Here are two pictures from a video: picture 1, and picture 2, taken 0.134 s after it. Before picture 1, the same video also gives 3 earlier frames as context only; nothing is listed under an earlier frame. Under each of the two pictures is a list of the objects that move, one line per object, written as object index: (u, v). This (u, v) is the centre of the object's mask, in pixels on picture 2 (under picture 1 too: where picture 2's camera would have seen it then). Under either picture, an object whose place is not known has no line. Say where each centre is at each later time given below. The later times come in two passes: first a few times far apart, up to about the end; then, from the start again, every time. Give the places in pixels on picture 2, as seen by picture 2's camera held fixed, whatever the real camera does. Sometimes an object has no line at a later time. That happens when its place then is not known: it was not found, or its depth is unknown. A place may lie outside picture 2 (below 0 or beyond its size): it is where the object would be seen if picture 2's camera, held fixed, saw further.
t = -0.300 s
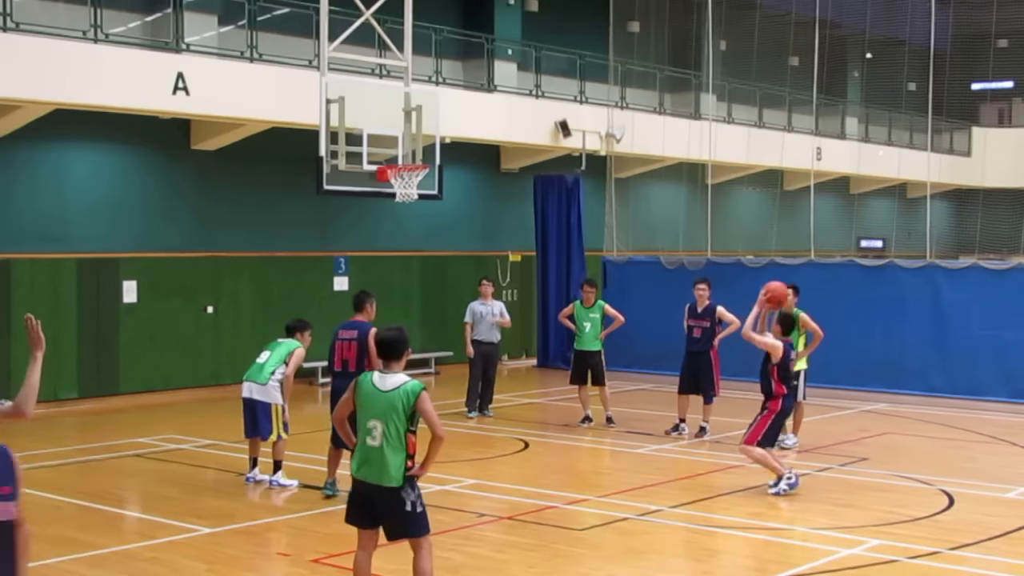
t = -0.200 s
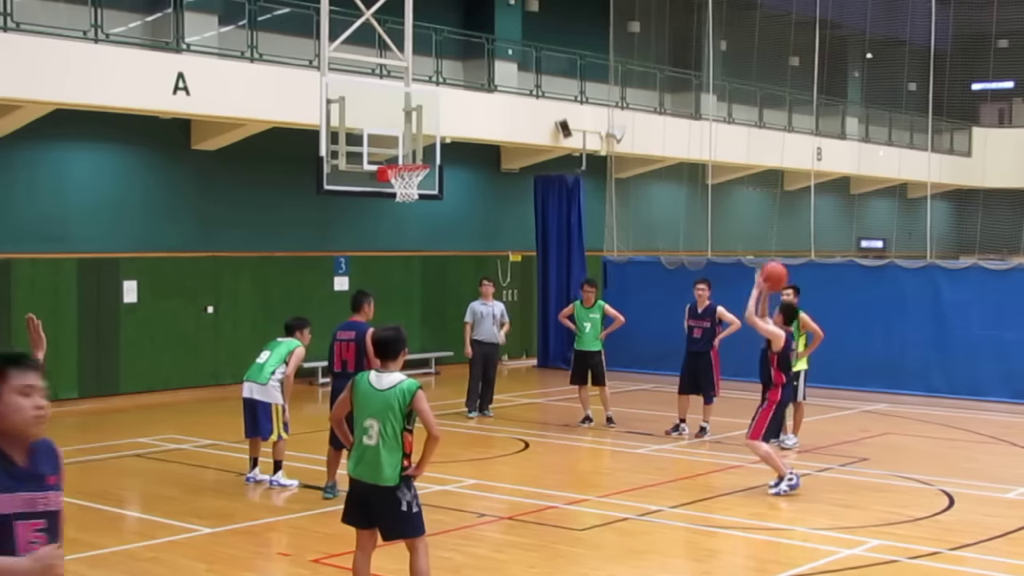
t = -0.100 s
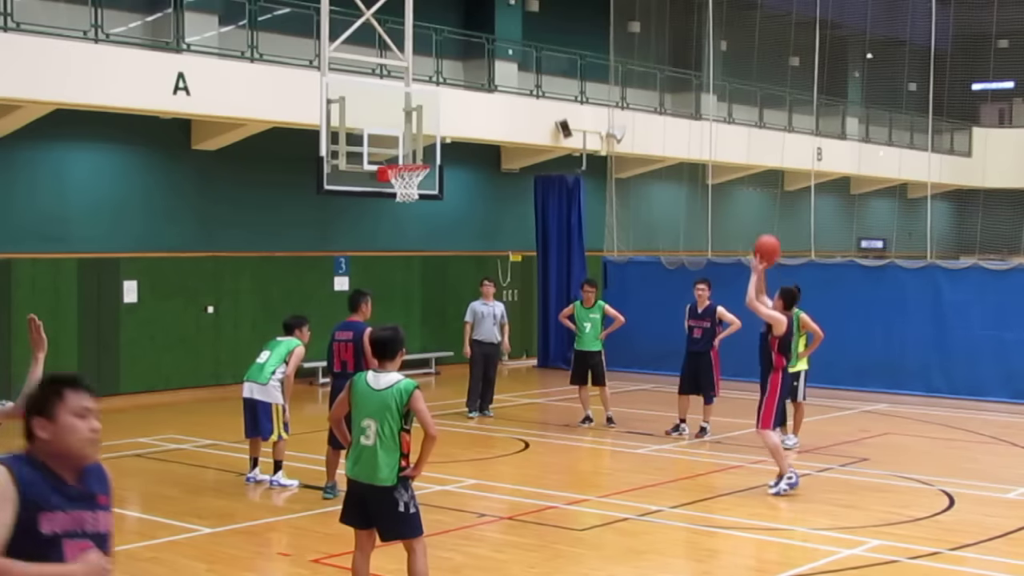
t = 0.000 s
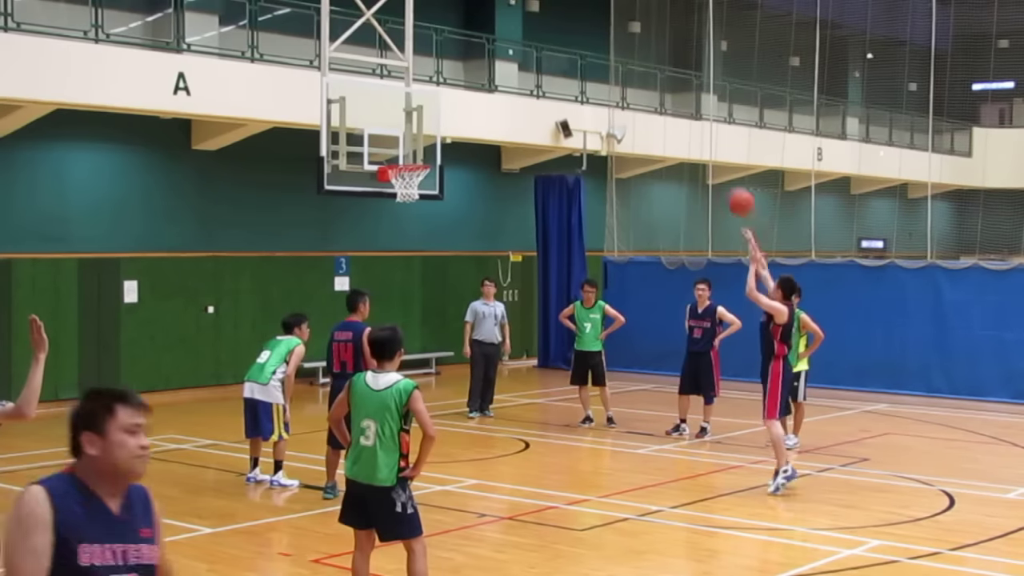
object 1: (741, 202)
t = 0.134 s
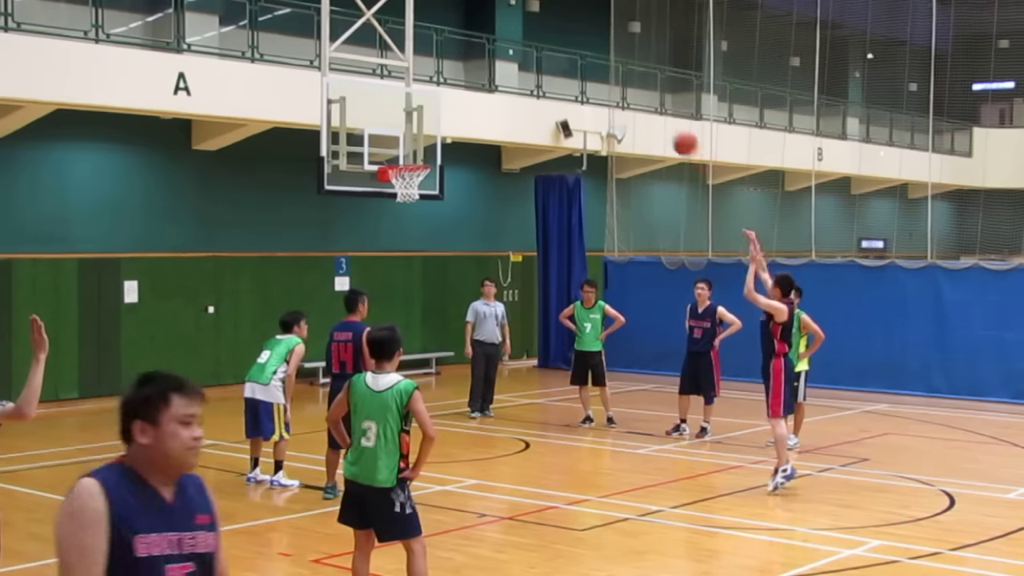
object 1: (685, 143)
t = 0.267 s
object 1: (633, 104)
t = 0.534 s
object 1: (537, 81)
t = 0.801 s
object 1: (449, 125)
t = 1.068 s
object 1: (398, 195)
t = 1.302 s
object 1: (397, 265)
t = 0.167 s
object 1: (672, 131)
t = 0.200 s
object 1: (658, 121)
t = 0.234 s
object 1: (646, 111)
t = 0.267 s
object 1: (633, 104)
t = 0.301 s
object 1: (621, 97)
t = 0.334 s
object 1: (608, 91)
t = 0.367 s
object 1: (595, 86)
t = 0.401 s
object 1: (583, 83)
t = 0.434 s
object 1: (571, 81)
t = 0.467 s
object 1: (560, 80)
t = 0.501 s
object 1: (549, 79)
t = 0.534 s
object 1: (537, 81)
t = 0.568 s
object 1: (526, 83)
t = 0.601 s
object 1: (515, 86)
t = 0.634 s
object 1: (503, 91)
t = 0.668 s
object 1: (492, 95)
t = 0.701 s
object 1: (481, 101)
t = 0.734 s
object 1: (470, 109)
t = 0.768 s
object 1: (460, 116)
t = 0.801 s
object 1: (449, 125)
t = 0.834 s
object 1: (439, 135)
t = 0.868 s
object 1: (429, 145)
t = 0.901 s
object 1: (420, 155)
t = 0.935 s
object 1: (411, 162)
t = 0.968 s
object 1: (397, 173)
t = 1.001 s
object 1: (398, 186)
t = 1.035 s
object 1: (398, 189)
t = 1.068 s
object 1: (398, 195)
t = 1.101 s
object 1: (398, 203)
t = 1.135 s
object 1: (398, 210)
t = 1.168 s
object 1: (398, 219)
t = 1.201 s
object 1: (398, 229)
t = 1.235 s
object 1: (398, 240)
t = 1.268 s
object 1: (397, 252)
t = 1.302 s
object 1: (397, 265)
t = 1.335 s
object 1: (397, 278)
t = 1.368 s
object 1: (397, 293)
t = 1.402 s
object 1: (396, 309)
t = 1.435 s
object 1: (399, 324)
